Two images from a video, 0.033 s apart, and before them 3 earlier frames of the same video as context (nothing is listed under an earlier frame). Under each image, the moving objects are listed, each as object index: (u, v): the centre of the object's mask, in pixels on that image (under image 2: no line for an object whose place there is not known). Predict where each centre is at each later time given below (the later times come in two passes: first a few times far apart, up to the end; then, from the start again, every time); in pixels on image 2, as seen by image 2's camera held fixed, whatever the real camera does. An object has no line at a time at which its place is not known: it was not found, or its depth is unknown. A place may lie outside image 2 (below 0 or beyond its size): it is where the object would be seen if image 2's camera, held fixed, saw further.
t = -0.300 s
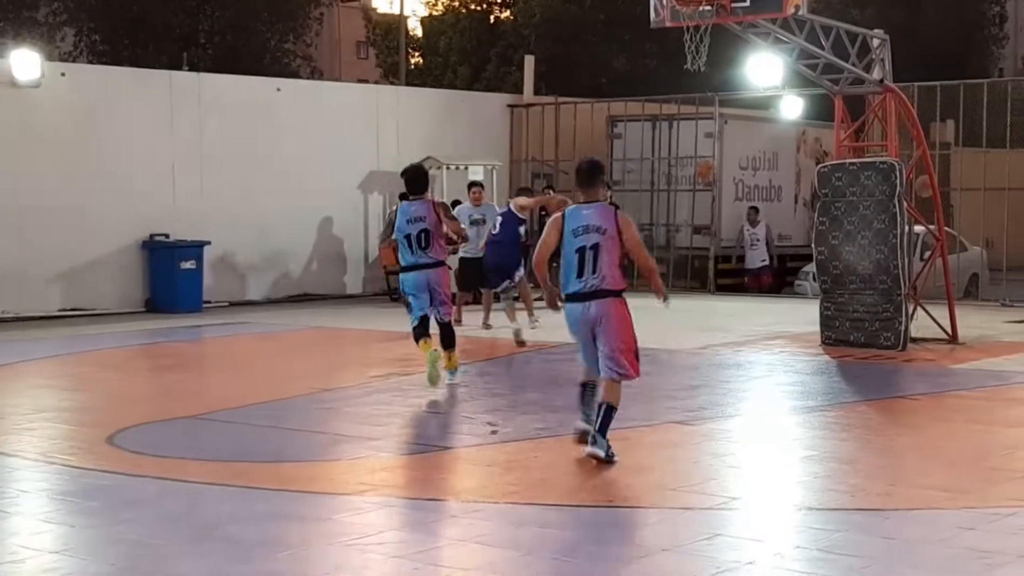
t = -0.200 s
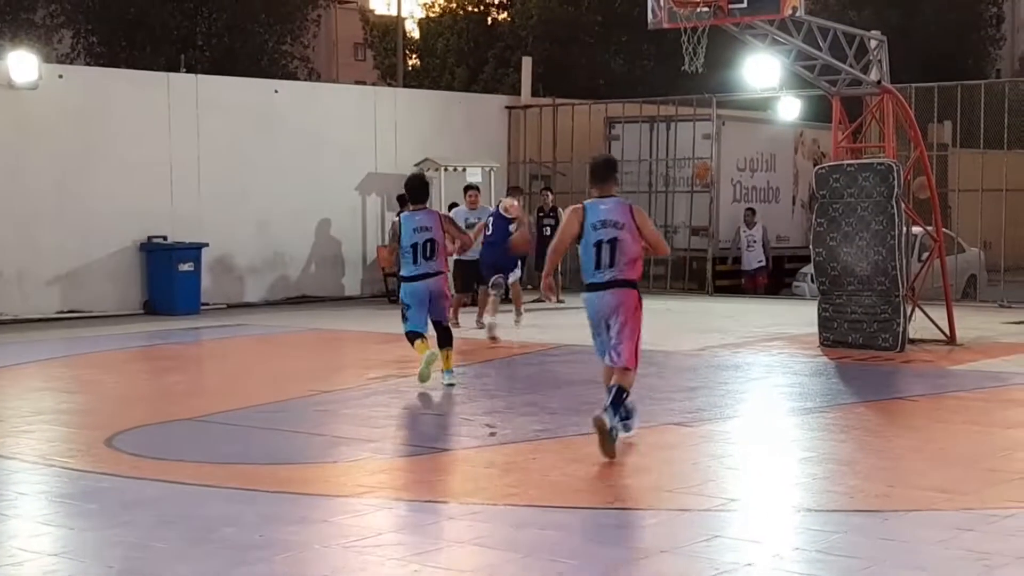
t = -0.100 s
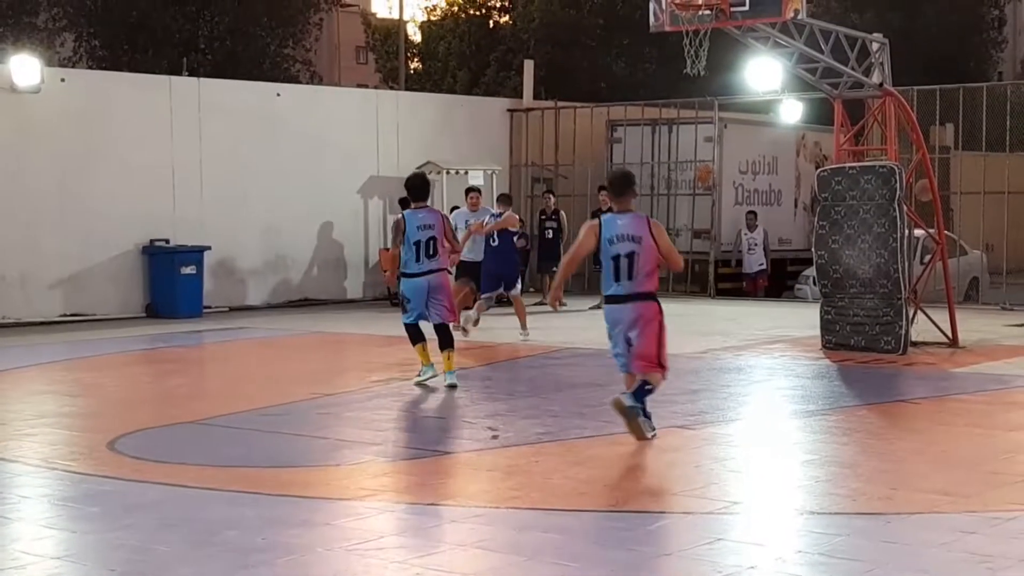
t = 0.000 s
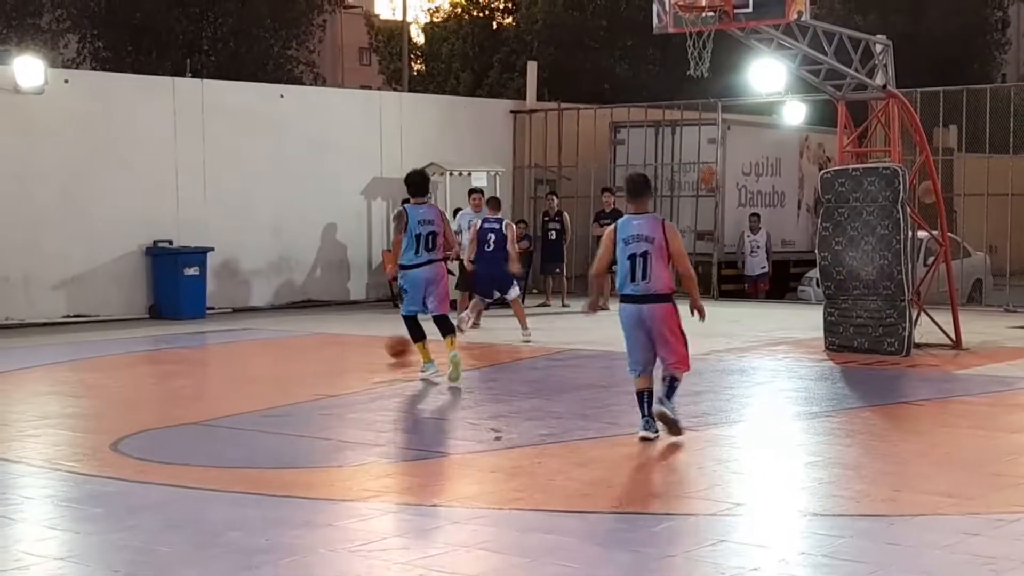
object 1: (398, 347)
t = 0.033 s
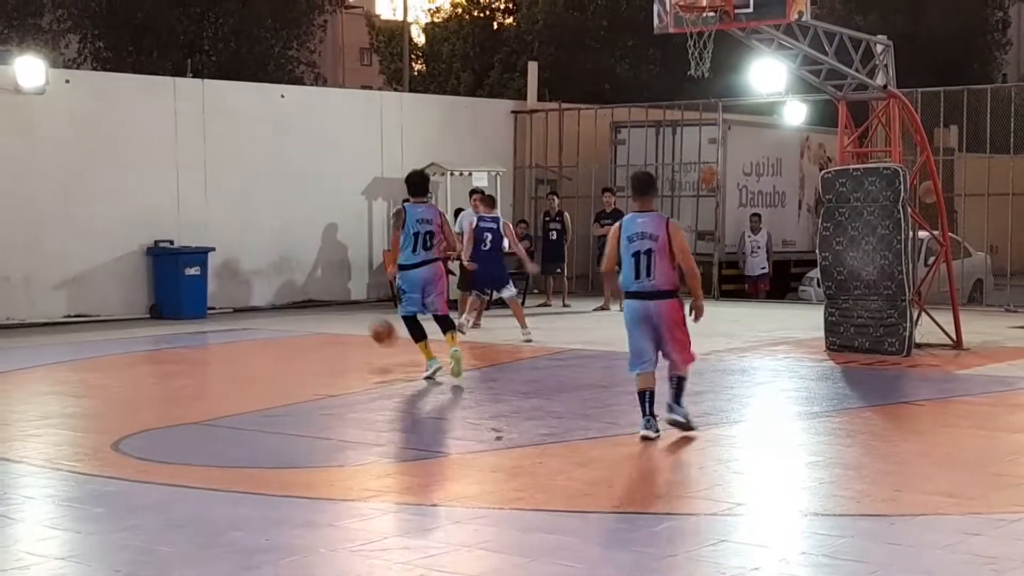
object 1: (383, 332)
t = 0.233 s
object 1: (278, 259)
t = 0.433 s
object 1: (168, 227)
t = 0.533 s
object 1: (112, 227)
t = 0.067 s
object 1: (366, 318)
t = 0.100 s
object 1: (350, 304)
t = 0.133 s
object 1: (331, 291)
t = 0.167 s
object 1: (314, 280)
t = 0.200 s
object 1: (295, 268)
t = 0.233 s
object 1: (278, 259)
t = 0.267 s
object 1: (260, 250)
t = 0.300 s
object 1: (241, 243)
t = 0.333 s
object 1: (224, 237)
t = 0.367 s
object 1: (206, 233)
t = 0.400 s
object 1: (187, 229)
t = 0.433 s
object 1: (168, 227)
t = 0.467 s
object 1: (150, 226)
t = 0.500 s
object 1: (131, 226)
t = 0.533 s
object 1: (112, 227)
